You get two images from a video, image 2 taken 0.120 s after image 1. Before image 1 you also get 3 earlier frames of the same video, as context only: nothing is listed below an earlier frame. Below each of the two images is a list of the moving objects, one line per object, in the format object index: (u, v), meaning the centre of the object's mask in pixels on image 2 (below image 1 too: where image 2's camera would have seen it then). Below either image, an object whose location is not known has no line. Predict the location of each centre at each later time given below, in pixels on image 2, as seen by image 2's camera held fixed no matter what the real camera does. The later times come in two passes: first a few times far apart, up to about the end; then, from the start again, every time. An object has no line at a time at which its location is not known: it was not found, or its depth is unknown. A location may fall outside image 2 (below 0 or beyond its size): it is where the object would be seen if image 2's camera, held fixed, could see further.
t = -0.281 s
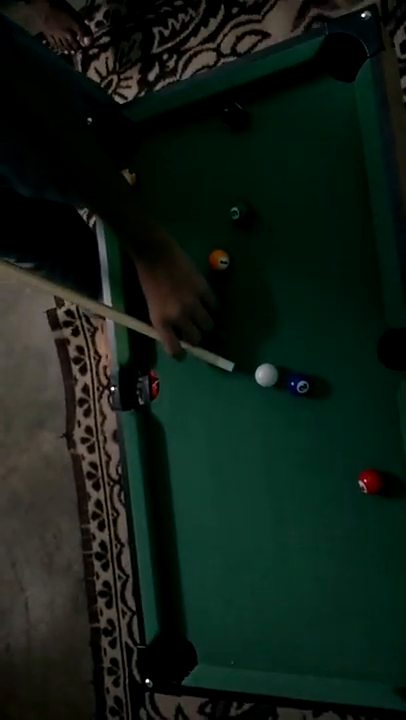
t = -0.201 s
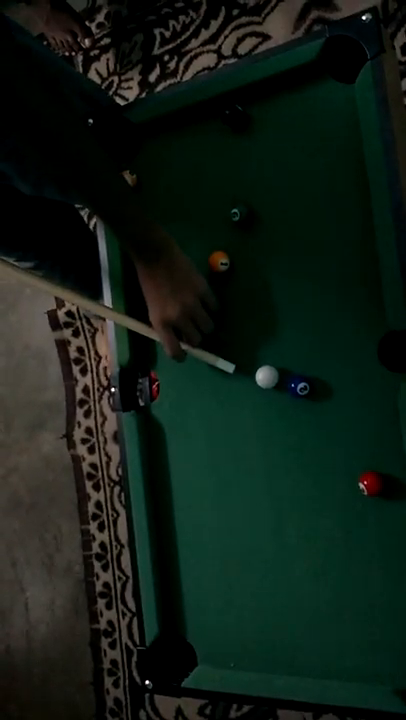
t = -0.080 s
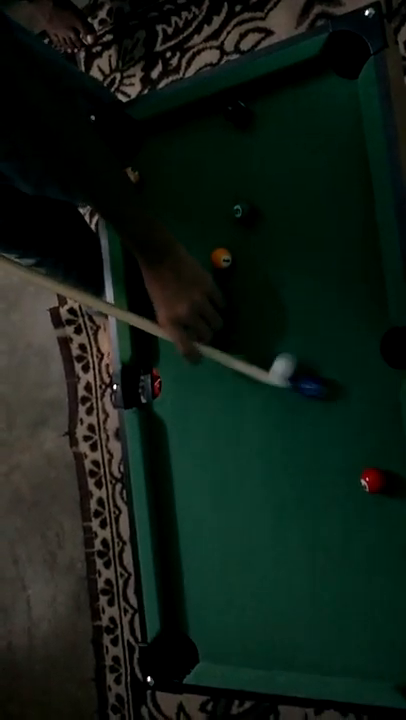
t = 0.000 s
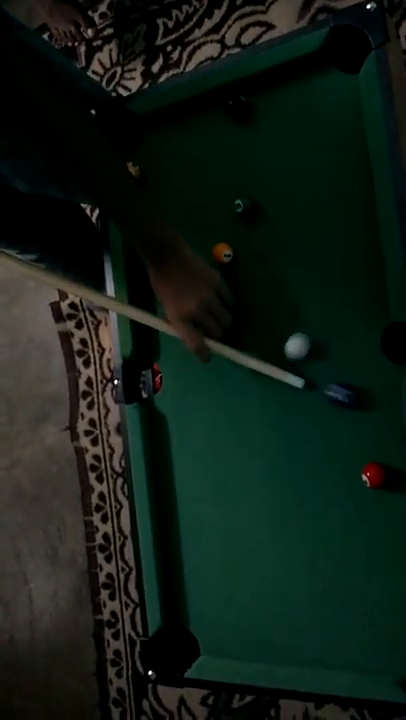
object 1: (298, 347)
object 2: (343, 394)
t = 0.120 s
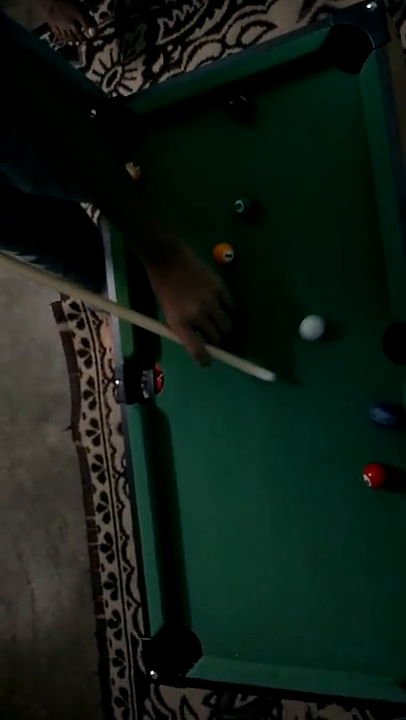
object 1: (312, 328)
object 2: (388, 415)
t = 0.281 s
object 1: (325, 308)
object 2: (394, 439)
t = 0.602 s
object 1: (337, 294)
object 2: (391, 459)
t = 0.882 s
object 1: (333, 298)
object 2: (390, 462)
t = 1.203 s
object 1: (333, 298)
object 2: (388, 461)
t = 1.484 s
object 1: (333, 298)
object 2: (387, 463)
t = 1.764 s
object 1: (333, 298)
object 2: (385, 461)
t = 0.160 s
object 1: (316, 322)
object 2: (395, 421)
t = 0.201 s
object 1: (319, 317)
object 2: (395, 427)
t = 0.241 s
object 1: (322, 312)
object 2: (394, 433)
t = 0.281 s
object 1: (325, 308)
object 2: (394, 439)
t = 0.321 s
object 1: (328, 305)
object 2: (393, 445)
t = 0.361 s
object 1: (331, 302)
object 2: (392, 451)
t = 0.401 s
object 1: (333, 299)
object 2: (393, 454)
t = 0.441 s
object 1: (334, 297)
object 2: (391, 455)
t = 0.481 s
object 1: (336, 295)
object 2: (391, 456)
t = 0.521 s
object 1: (337, 294)
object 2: (391, 457)
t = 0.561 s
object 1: (337, 294)
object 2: (391, 458)
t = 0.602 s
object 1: (337, 294)
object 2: (391, 459)
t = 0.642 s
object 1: (337, 294)
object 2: (391, 460)
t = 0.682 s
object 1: (336, 295)
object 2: (391, 461)
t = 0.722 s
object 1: (335, 296)
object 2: (390, 462)
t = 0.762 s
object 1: (335, 297)
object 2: (390, 462)
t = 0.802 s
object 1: (334, 297)
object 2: (390, 462)
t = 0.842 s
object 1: (334, 298)
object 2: (390, 462)
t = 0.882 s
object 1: (333, 298)
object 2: (390, 462)
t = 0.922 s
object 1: (333, 298)
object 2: (390, 462)
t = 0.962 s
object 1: (333, 298)
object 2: (390, 462)
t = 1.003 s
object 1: (333, 298)
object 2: (390, 462)
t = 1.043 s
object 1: (333, 298)
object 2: (390, 462)
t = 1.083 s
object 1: (333, 299)
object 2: (390, 462)
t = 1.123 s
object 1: (333, 298)
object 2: (390, 462)
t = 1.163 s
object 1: (333, 298)
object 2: (389, 461)
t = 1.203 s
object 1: (333, 298)
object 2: (388, 461)
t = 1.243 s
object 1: (333, 299)
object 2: (388, 462)
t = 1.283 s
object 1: (333, 298)
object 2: (384, 461)
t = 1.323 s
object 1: (333, 298)
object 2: (383, 461)
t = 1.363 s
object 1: (333, 298)
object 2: (383, 461)
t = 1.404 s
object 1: (333, 298)
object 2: (384, 462)
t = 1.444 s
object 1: (333, 298)
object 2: (384, 461)
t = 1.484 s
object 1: (333, 298)
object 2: (387, 463)
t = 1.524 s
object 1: (333, 298)
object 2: (387, 463)
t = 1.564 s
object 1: (333, 298)
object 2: (386, 462)
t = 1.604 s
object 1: (333, 298)
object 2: (385, 462)
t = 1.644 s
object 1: (333, 298)
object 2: (385, 461)
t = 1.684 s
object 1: (333, 298)
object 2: (384, 461)
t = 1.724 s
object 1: (333, 298)
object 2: (384, 461)
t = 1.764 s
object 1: (333, 298)
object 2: (385, 461)
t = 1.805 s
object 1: (333, 298)
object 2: (385, 461)
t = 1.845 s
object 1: (333, 298)
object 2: (385, 461)
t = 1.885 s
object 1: (333, 298)
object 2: (386, 461)
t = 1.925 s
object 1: (333, 298)
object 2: (386, 461)
